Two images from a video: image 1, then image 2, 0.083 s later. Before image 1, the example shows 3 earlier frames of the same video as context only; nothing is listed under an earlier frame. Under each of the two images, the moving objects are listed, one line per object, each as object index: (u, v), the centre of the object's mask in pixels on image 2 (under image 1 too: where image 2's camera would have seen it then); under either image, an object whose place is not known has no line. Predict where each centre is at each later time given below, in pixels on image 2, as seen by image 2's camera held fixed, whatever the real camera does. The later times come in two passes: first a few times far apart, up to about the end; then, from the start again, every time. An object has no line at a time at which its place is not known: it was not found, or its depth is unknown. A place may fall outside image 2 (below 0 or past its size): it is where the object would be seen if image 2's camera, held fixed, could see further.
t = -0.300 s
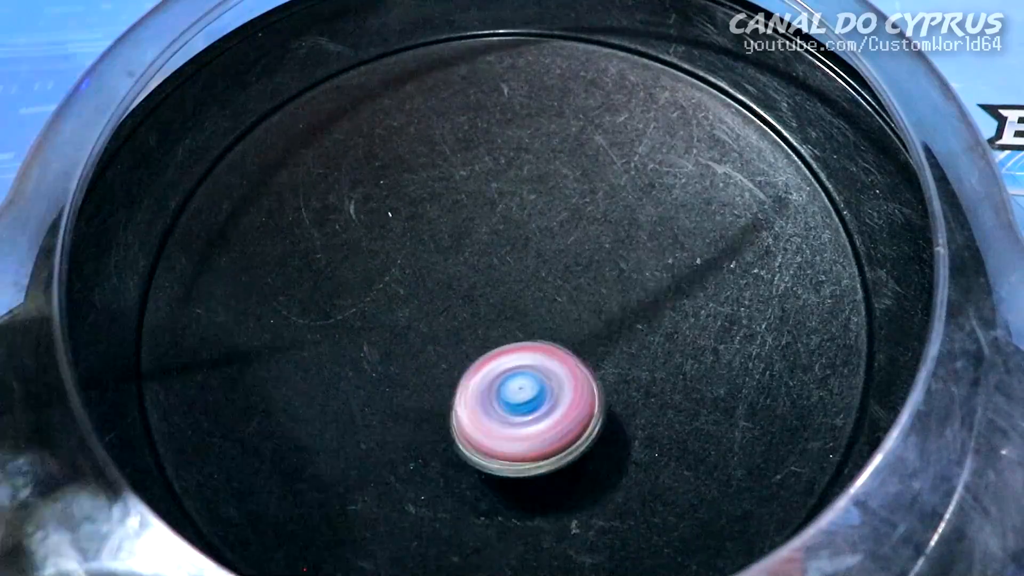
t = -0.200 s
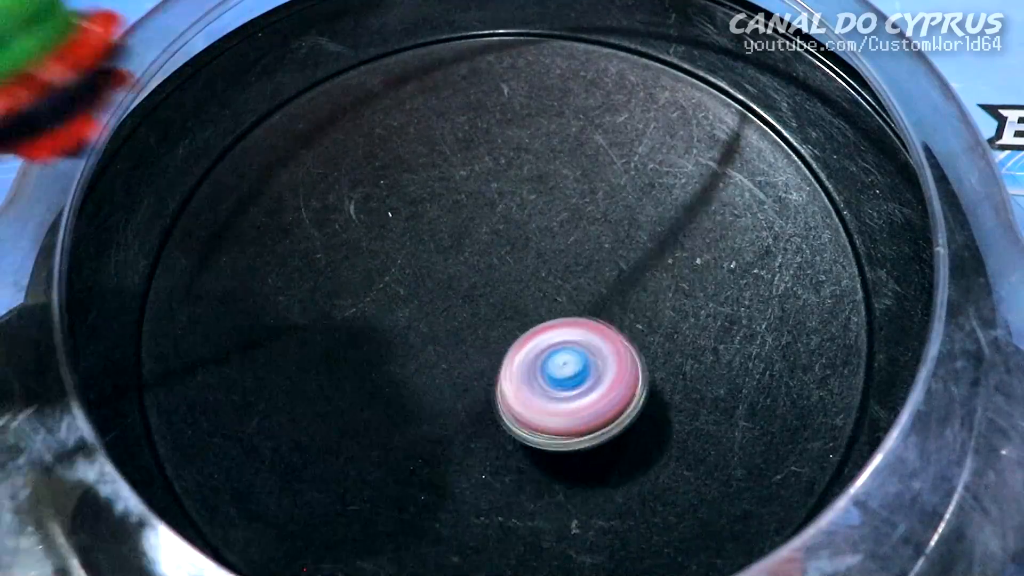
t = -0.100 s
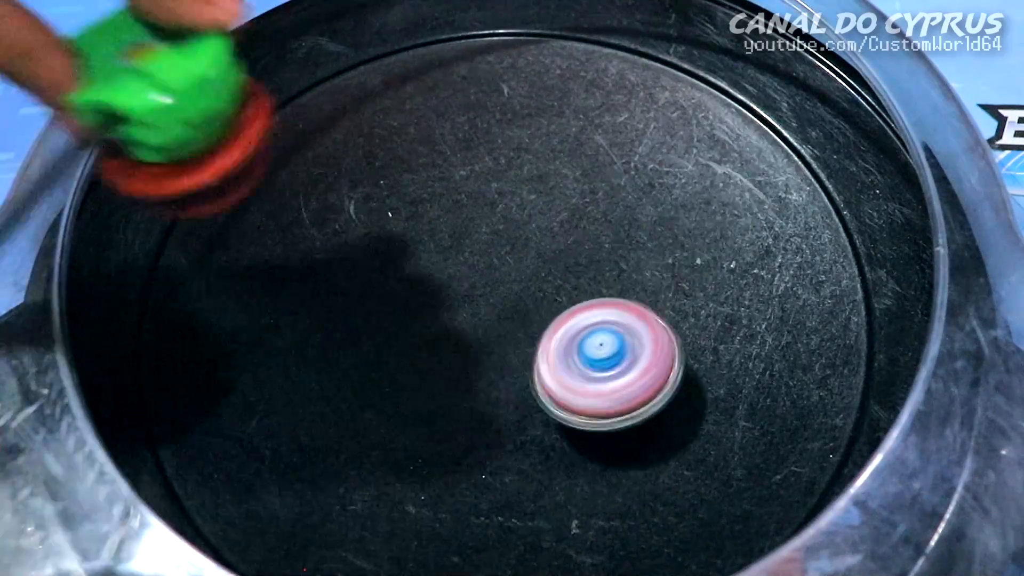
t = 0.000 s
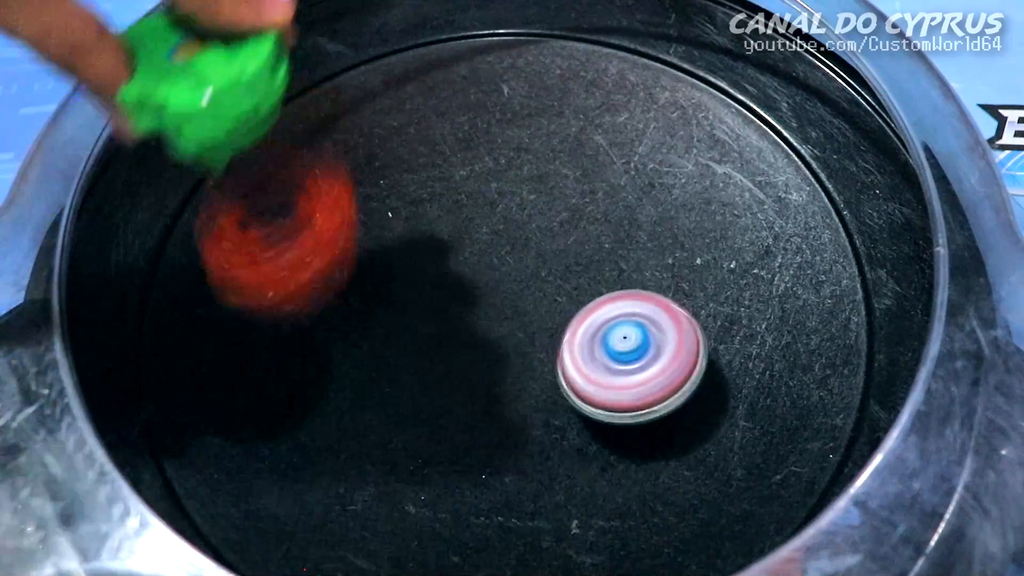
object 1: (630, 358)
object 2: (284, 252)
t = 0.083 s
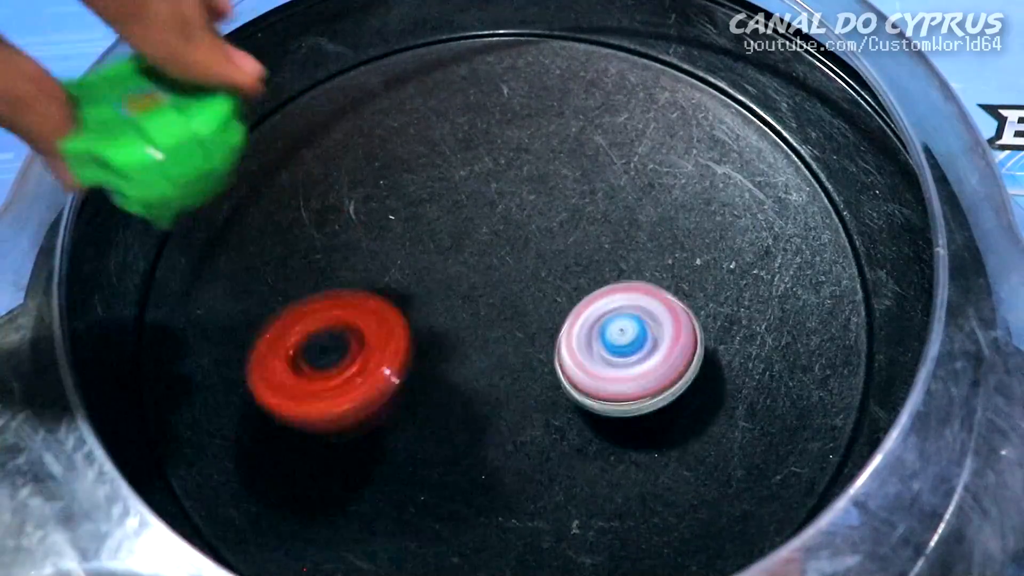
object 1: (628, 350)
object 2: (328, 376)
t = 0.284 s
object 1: (615, 317)
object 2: (462, 525)
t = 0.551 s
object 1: (620, 299)
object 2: (510, 518)
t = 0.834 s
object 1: (603, 264)
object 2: (474, 418)
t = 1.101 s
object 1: (561, 235)
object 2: (406, 333)
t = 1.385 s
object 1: (506, 223)
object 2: (347, 258)
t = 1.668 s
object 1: (482, 235)
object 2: (301, 245)
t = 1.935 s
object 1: (474, 281)
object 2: (303, 281)
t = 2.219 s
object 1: (614, 375)
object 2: (174, 311)
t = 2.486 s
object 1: (538, 438)
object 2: (326, 362)
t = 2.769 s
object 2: (267, 76)
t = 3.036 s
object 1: (665, 455)
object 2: (547, 238)
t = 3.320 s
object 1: (487, 389)
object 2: (704, 169)
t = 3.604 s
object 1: (541, 305)
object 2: (733, 100)
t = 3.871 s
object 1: (585, 271)
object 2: (675, 170)
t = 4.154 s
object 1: (468, 347)
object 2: (653, 167)
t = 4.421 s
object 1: (416, 349)
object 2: (616, 229)
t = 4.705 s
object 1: (384, 323)
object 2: (528, 293)
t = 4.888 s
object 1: (368, 318)
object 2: (525, 321)
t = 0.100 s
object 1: (627, 346)
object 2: (337, 394)
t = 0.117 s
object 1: (626, 342)
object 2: (350, 420)
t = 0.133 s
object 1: (626, 339)
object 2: (366, 438)
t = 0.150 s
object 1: (625, 337)
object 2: (379, 456)
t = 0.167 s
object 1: (624, 334)
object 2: (389, 466)
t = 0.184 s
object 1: (624, 332)
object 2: (401, 479)
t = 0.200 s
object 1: (621, 329)
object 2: (413, 494)
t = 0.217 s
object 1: (620, 325)
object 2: (424, 505)
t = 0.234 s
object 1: (619, 323)
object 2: (435, 513)
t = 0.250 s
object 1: (617, 322)
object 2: (445, 523)
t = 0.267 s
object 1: (616, 319)
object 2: (455, 523)
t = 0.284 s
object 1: (615, 317)
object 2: (462, 525)
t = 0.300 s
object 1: (615, 315)
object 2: (469, 527)
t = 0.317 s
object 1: (615, 313)
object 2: (472, 528)
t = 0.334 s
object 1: (615, 312)
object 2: (477, 530)
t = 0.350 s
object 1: (616, 312)
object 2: (481, 531)
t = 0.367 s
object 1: (616, 311)
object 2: (484, 532)
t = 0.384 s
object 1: (616, 311)
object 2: (486, 531)
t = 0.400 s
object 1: (617, 310)
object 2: (490, 532)
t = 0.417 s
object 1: (617, 309)
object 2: (493, 532)
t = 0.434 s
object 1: (618, 308)
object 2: (496, 530)
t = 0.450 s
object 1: (618, 307)
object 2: (498, 529)
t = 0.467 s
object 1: (619, 306)
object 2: (501, 528)
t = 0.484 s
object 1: (619, 305)
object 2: (504, 527)
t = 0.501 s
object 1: (619, 303)
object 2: (505, 525)
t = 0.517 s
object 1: (619, 302)
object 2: (508, 523)
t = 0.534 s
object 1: (620, 300)
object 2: (509, 521)
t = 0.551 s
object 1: (620, 299)
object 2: (510, 518)
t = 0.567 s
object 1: (620, 297)
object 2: (512, 514)
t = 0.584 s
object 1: (619, 295)
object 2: (513, 510)
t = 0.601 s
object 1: (619, 293)
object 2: (513, 504)
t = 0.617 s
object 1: (619, 292)
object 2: (513, 504)
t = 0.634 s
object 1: (619, 290)
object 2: (510, 498)
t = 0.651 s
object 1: (618, 289)
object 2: (509, 489)
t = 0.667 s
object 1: (617, 287)
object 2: (508, 483)
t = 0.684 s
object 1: (616, 285)
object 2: (505, 477)
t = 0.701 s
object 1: (616, 283)
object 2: (503, 472)
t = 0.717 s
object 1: (615, 281)
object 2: (500, 469)
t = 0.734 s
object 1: (613, 279)
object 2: (497, 463)
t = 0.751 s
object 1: (611, 276)
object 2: (495, 452)
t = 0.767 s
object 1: (610, 273)
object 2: (490, 445)
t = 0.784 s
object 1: (608, 270)
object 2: (486, 438)
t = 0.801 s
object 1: (607, 268)
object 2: (482, 430)
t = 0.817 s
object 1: (605, 266)
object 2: (478, 424)
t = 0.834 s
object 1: (603, 264)
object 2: (474, 418)
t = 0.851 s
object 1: (601, 262)
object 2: (470, 411)
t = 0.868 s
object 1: (599, 259)
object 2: (466, 405)
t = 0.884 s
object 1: (596, 257)
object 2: (462, 402)
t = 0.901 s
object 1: (594, 254)
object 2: (458, 395)
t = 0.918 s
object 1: (591, 252)
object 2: (455, 389)
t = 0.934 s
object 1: (588, 250)
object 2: (451, 384)
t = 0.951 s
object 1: (586, 248)
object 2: (447, 378)
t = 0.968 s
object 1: (583, 246)
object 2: (443, 372)
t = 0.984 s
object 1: (581, 245)
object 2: (438, 366)
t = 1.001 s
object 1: (579, 243)
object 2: (434, 362)
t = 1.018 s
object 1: (576, 242)
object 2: (430, 356)
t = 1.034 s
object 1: (573, 240)
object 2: (424, 351)
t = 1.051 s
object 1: (570, 239)
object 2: (420, 345)
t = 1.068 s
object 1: (567, 238)
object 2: (415, 340)
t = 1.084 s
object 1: (565, 236)
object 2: (411, 336)
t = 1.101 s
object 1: (561, 235)
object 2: (406, 333)
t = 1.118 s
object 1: (556, 233)
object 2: (402, 325)
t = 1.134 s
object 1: (552, 231)
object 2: (398, 319)
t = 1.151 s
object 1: (548, 230)
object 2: (394, 312)
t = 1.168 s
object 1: (545, 229)
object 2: (389, 310)
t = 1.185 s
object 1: (541, 228)
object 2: (384, 301)
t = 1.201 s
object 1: (537, 227)
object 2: (379, 299)
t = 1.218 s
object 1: (533, 225)
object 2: (376, 294)
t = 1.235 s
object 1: (530, 225)
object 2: (373, 285)
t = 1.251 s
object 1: (526, 224)
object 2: (370, 284)
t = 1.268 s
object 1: (523, 224)
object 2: (368, 275)
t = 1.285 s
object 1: (520, 224)
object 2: (363, 274)
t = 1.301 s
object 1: (517, 224)
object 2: (360, 271)
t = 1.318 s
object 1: (514, 223)
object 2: (356, 267)
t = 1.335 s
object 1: (512, 224)
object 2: (353, 265)
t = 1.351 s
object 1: (510, 224)
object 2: (352, 263)
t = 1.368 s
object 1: (508, 224)
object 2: (349, 260)
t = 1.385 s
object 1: (506, 223)
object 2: (347, 258)
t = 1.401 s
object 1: (503, 223)
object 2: (345, 256)
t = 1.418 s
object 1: (500, 223)
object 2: (343, 254)
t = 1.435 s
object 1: (498, 223)
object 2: (342, 253)
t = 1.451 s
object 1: (495, 224)
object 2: (341, 249)
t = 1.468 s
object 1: (493, 224)
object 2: (338, 249)
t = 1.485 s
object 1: (489, 224)
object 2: (338, 248)
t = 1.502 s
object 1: (486, 225)
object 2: (335, 251)
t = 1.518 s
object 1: (483, 225)
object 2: (334, 248)
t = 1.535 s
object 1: (480, 226)
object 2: (333, 247)
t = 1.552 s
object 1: (478, 226)
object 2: (329, 246)
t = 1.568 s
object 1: (482, 226)
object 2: (318, 249)
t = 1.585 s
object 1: (485, 227)
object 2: (312, 249)
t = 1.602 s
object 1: (486, 228)
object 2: (307, 244)
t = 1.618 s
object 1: (486, 229)
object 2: (303, 247)
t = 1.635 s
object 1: (486, 231)
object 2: (302, 244)
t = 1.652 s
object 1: (484, 233)
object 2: (301, 244)
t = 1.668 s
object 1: (482, 235)
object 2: (301, 245)
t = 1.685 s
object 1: (480, 237)
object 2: (301, 245)
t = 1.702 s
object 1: (478, 239)
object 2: (301, 245)
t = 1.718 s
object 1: (475, 241)
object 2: (302, 247)
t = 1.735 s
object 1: (473, 243)
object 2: (304, 247)
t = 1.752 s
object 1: (470, 245)
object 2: (307, 249)
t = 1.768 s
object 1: (468, 247)
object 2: (309, 249)
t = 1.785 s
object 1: (465, 249)
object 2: (311, 255)
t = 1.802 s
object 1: (464, 252)
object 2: (312, 255)
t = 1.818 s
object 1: (469, 254)
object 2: (306, 252)
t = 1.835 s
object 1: (473, 258)
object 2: (300, 259)
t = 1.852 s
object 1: (476, 261)
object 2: (297, 262)
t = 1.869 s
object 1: (479, 265)
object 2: (296, 265)
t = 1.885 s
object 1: (479, 269)
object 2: (296, 269)
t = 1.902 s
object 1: (478, 272)
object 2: (297, 273)
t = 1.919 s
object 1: (477, 277)
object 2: (299, 277)
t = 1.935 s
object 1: (474, 281)
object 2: (303, 281)
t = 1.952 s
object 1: (471, 285)
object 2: (307, 286)
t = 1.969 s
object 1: (468, 290)
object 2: (311, 290)
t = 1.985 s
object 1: (474, 295)
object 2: (301, 281)
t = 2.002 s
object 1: (494, 301)
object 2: (267, 274)
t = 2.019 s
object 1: (513, 308)
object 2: (233, 274)
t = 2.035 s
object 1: (533, 316)
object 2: (204, 268)
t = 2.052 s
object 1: (550, 322)
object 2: (179, 265)
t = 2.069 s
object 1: (566, 328)
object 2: (158, 263)
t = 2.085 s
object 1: (579, 333)
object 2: (147, 262)
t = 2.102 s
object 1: (590, 339)
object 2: (147, 266)
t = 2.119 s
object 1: (599, 344)
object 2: (147, 266)
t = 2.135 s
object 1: (606, 349)
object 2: (150, 275)
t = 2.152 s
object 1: (611, 355)
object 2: (153, 283)
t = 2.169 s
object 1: (614, 359)
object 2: (158, 290)
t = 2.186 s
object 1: (615, 365)
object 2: (161, 297)
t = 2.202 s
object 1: (615, 370)
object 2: (168, 304)
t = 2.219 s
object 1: (614, 375)
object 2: (174, 311)
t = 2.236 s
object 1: (612, 381)
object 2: (178, 317)
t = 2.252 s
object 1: (609, 387)
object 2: (186, 326)
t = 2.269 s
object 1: (606, 393)
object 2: (194, 329)
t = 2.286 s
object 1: (603, 398)
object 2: (204, 335)
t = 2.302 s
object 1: (599, 404)
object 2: (212, 343)
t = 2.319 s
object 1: (595, 409)
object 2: (223, 340)
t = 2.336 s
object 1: (590, 415)
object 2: (233, 352)
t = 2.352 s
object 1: (586, 419)
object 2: (243, 353)
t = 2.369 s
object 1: (581, 424)
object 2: (255, 351)
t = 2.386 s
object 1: (575, 428)
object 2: (264, 354)
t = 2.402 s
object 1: (569, 431)
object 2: (275, 354)
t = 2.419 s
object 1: (562, 435)
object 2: (285, 357)
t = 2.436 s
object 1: (557, 437)
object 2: (295, 358)
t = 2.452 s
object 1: (550, 439)
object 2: (304, 357)
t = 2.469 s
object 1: (544, 439)
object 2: (314, 363)
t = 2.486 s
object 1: (538, 438)
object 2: (326, 362)
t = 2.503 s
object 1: (534, 438)
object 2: (337, 363)
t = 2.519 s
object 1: (530, 436)
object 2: (348, 361)
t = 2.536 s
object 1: (525, 434)
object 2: (357, 360)
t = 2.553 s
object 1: (521, 430)
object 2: (369, 358)
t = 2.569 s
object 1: (518, 427)
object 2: (377, 354)
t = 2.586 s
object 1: (515, 424)
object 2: (388, 352)
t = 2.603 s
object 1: (518, 427)
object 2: (396, 349)
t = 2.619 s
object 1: (546, 441)
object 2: (360, 294)
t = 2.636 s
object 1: (582, 465)
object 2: (317, 257)
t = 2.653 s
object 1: (620, 487)
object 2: (281, 214)
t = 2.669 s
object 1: (650, 501)
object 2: (248, 151)
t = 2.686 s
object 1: (680, 511)
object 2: (224, 110)
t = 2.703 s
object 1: (704, 514)
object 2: (214, 85)
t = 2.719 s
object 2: (224, 71)
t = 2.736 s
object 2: (235, 70)
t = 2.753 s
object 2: (251, 72)
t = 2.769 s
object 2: (267, 76)
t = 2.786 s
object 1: (762, 510)
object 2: (285, 78)
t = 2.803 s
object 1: (765, 508)
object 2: (306, 79)
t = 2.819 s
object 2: (325, 85)
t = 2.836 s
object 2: (343, 93)
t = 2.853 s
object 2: (362, 101)
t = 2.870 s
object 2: (380, 114)
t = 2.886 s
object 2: (400, 125)
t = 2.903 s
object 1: (755, 500)
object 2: (418, 136)
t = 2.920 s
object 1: (750, 498)
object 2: (434, 146)
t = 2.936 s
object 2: (453, 161)
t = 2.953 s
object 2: (471, 175)
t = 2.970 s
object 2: (484, 187)
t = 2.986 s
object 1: (710, 482)
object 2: (502, 201)
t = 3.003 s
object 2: (518, 214)
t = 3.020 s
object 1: (682, 465)
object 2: (533, 224)
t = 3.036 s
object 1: (665, 455)
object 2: (547, 238)
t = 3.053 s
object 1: (651, 446)
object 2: (564, 245)
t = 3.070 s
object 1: (636, 436)
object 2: (575, 260)
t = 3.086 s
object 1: (622, 425)
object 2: (589, 265)
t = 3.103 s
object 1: (609, 415)
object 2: (601, 273)
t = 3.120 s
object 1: (597, 406)
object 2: (613, 285)
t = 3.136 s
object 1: (583, 401)
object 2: (623, 280)
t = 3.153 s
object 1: (568, 403)
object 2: (631, 267)
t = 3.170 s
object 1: (555, 405)
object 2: (638, 253)
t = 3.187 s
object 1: (543, 406)
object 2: (646, 247)
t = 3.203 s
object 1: (532, 406)
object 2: (652, 228)
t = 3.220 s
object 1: (520, 405)
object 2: (658, 217)
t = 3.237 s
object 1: (513, 404)
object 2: (666, 213)
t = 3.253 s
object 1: (505, 402)
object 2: (674, 205)
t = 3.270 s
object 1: (498, 398)
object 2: (682, 196)
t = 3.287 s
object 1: (492, 395)
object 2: (691, 186)
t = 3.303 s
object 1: (490, 393)
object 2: (697, 177)
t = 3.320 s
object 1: (487, 389)
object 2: (704, 169)
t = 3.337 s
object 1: (486, 385)
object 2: (710, 157)
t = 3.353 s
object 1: (486, 381)
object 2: (713, 154)
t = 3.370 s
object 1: (488, 379)
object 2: (720, 147)
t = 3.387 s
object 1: (490, 374)
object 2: (725, 140)
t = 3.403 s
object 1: (492, 369)
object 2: (726, 135)
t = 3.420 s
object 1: (496, 365)
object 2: (728, 130)
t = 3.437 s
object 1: (499, 360)
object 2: (731, 125)
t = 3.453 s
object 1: (503, 356)
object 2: (732, 122)
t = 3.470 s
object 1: (507, 350)
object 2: (734, 119)
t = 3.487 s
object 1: (512, 345)
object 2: (734, 116)
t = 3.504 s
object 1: (516, 341)
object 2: (738, 106)
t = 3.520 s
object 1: (520, 336)
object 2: (739, 104)
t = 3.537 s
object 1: (525, 330)
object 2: (738, 102)
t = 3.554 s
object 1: (529, 325)
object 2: (737, 101)
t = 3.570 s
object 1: (534, 318)
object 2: (736, 101)
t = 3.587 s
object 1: (537, 312)
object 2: (735, 101)
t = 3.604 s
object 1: (541, 305)
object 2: (733, 100)
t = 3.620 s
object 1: (545, 300)
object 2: (731, 102)
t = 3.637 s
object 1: (549, 295)
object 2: (728, 104)
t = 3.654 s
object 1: (552, 289)
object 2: (725, 106)
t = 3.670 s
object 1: (557, 284)
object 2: (726, 115)
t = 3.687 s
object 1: (560, 281)
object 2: (719, 114)
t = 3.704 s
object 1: (564, 278)
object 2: (716, 117)
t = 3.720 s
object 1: (568, 274)
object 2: (711, 121)
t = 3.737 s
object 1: (571, 272)
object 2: (707, 126)
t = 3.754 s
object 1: (575, 270)
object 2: (701, 130)
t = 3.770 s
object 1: (577, 268)
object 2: (696, 135)
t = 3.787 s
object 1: (580, 267)
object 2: (692, 140)
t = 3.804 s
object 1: (582, 267)
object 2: (689, 145)
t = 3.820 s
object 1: (584, 267)
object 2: (685, 151)
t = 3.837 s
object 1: (585, 267)
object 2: (683, 158)
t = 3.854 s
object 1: (586, 267)
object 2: (678, 165)
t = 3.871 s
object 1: (585, 271)
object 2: (675, 170)
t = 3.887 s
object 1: (574, 283)
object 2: (685, 160)
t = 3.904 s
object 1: (563, 295)
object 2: (692, 147)
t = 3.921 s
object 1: (553, 308)
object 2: (699, 136)
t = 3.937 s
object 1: (543, 318)
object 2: (705, 129)
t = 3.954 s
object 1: (532, 329)
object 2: (710, 130)
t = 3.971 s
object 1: (523, 337)
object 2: (710, 125)
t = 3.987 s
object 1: (514, 343)
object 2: (709, 126)
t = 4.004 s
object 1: (506, 349)
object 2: (706, 132)
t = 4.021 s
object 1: (498, 353)
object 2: (701, 131)
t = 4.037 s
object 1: (492, 355)
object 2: (696, 134)
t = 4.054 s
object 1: (486, 357)
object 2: (690, 139)
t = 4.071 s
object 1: (480, 357)
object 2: (686, 145)
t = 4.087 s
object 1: (476, 356)
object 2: (680, 145)
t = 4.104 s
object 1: (473, 355)
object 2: (674, 151)
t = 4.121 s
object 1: (471, 353)
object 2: (667, 156)
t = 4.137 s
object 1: (469, 350)
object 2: (661, 161)
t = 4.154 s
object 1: (468, 347)
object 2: (653, 167)
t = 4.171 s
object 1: (467, 344)
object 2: (646, 173)
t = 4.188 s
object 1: (466, 341)
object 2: (638, 180)
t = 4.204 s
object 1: (465, 339)
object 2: (632, 186)
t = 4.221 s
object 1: (465, 336)
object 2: (625, 193)
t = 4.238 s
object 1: (465, 335)
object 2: (617, 201)
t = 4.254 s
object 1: (464, 332)
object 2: (611, 208)
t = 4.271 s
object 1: (464, 331)
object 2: (604, 216)
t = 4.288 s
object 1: (464, 329)
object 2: (595, 224)
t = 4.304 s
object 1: (463, 327)
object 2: (588, 235)
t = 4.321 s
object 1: (463, 325)
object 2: (580, 239)
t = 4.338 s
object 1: (458, 327)
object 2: (577, 245)
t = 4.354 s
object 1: (447, 333)
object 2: (587, 240)
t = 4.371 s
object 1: (436, 339)
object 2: (598, 235)
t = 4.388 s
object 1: (427, 344)
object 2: (606, 229)
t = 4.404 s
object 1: (421, 347)
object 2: (612, 229)
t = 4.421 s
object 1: (416, 349)
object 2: (616, 229)
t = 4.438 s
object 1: (411, 351)
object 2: (618, 228)
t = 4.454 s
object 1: (406, 351)
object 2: (616, 231)
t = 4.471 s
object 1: (403, 350)
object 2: (613, 234)
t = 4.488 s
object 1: (400, 349)
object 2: (607, 238)
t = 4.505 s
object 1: (396, 346)
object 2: (601, 241)
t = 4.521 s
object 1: (394, 344)
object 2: (595, 248)
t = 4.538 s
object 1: (392, 341)
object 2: (589, 253)
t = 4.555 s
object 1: (391, 338)
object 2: (582, 253)
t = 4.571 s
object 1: (389, 335)
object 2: (575, 257)
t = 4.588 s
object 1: (389, 333)
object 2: (568, 261)
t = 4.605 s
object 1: (388, 331)
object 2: (561, 266)
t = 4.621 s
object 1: (388, 328)
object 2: (555, 270)
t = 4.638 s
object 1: (388, 327)
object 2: (549, 274)
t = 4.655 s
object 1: (388, 326)
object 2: (541, 280)
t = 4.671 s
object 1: (388, 324)
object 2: (535, 285)
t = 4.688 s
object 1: (387, 322)
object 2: (529, 290)
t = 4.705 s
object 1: (384, 323)
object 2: (528, 293)
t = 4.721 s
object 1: (382, 323)
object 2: (526, 296)
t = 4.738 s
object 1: (378, 323)
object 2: (526, 298)
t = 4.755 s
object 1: (374, 325)
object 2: (530, 300)
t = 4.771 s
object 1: (370, 325)
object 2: (534, 304)
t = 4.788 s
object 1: (366, 324)
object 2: (536, 307)
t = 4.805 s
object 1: (365, 324)
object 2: (537, 310)
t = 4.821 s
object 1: (364, 323)
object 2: (535, 312)
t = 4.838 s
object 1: (364, 321)
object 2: (534, 314)
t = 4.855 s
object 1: (365, 320)
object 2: (531, 317)
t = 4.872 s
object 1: (366, 320)
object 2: (528, 319)
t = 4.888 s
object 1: (368, 318)
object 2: (525, 321)
